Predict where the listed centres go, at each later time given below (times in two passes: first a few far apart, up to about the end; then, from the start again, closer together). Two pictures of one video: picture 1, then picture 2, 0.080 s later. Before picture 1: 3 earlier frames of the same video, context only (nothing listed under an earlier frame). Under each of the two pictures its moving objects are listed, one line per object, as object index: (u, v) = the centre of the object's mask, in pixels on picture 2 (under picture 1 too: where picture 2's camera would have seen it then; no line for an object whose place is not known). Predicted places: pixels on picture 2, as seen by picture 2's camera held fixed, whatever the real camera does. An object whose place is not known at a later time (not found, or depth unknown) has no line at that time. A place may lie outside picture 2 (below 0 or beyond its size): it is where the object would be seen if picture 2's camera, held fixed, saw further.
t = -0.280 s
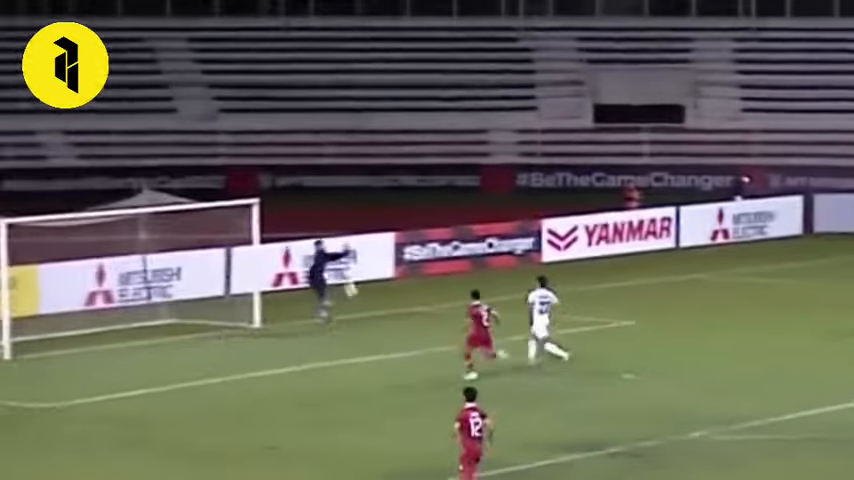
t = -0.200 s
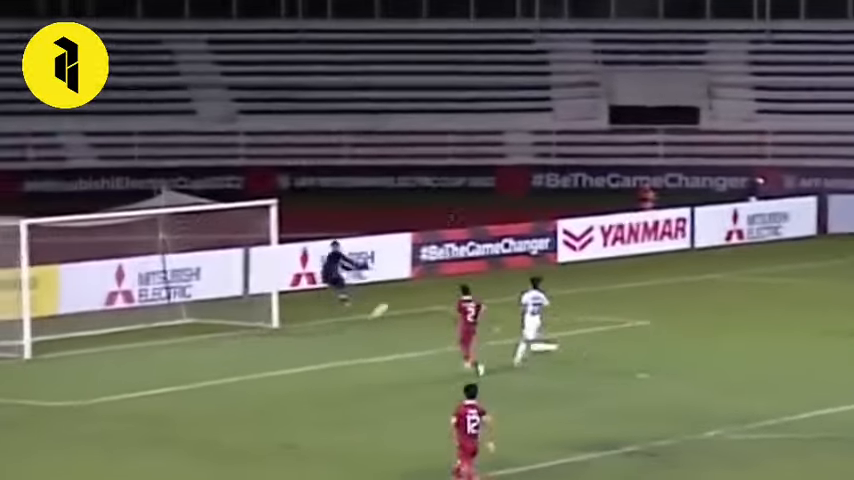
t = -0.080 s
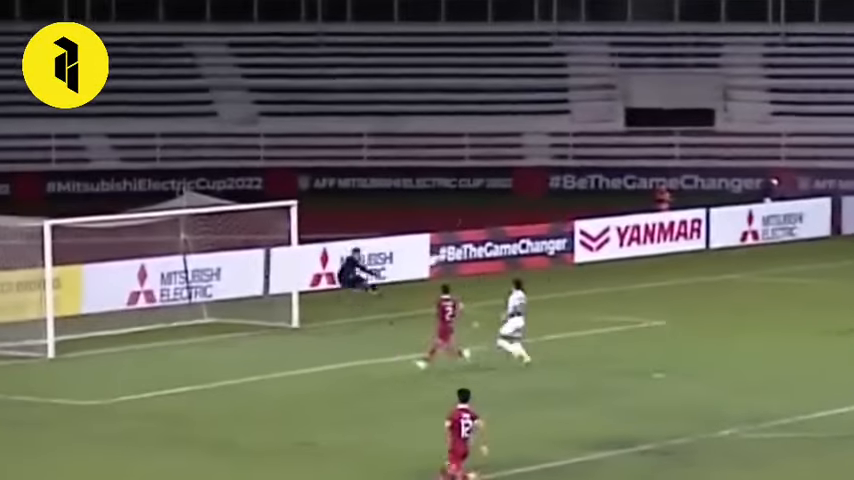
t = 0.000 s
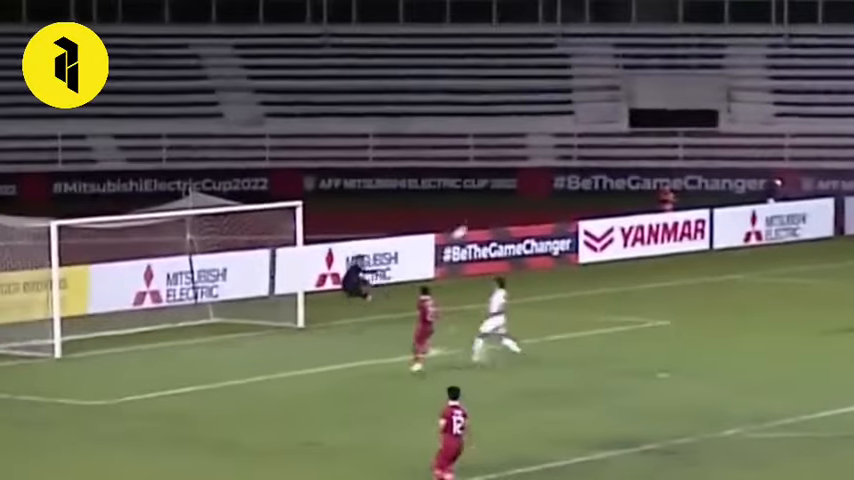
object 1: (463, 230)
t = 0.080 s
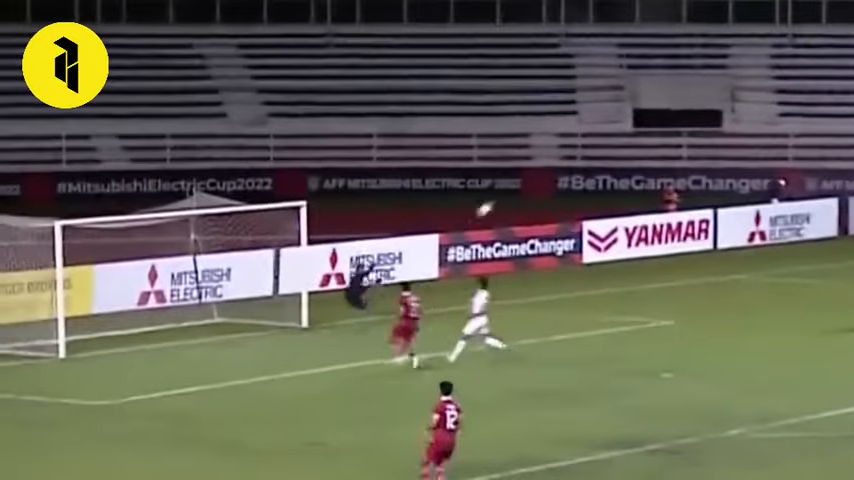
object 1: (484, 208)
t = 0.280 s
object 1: (538, 163)
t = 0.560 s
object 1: (611, 135)
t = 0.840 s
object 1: (681, 147)
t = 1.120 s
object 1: (744, 196)
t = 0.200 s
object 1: (517, 178)
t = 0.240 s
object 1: (528, 170)
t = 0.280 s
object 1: (538, 163)
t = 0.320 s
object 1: (550, 156)
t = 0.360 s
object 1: (560, 151)
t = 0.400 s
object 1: (571, 146)
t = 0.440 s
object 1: (581, 143)
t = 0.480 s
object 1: (591, 139)
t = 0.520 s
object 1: (602, 137)
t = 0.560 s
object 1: (611, 135)
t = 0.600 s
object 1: (622, 135)
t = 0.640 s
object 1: (631, 135)
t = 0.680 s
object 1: (641, 135)
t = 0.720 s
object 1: (652, 137)
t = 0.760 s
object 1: (661, 140)
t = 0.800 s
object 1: (671, 143)
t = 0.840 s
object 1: (681, 147)
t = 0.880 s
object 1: (689, 152)
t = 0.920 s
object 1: (700, 158)
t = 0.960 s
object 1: (708, 163)
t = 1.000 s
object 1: (718, 171)
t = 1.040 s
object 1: (727, 178)
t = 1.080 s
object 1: (735, 186)
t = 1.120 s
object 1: (744, 196)
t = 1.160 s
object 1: (752, 202)
